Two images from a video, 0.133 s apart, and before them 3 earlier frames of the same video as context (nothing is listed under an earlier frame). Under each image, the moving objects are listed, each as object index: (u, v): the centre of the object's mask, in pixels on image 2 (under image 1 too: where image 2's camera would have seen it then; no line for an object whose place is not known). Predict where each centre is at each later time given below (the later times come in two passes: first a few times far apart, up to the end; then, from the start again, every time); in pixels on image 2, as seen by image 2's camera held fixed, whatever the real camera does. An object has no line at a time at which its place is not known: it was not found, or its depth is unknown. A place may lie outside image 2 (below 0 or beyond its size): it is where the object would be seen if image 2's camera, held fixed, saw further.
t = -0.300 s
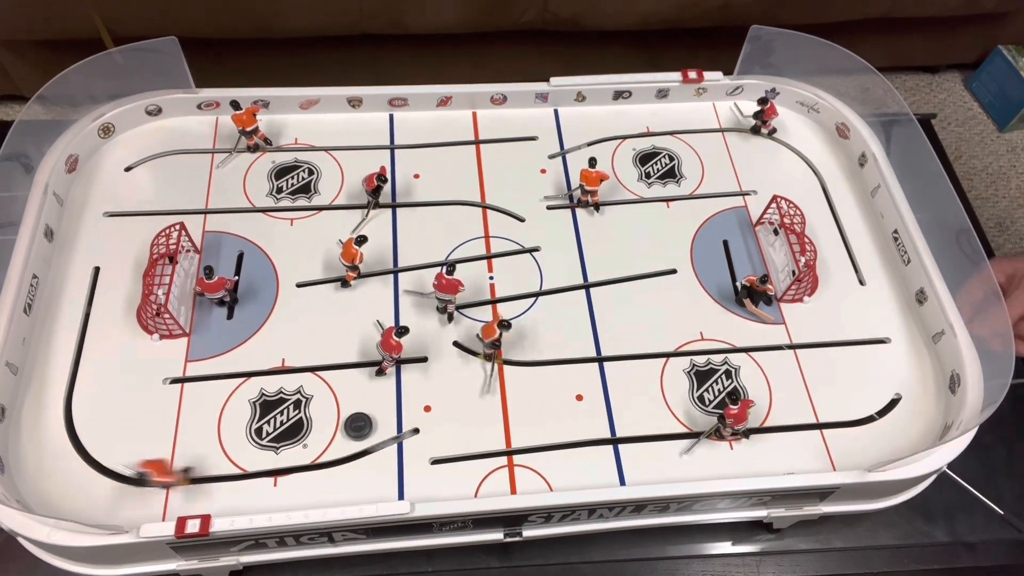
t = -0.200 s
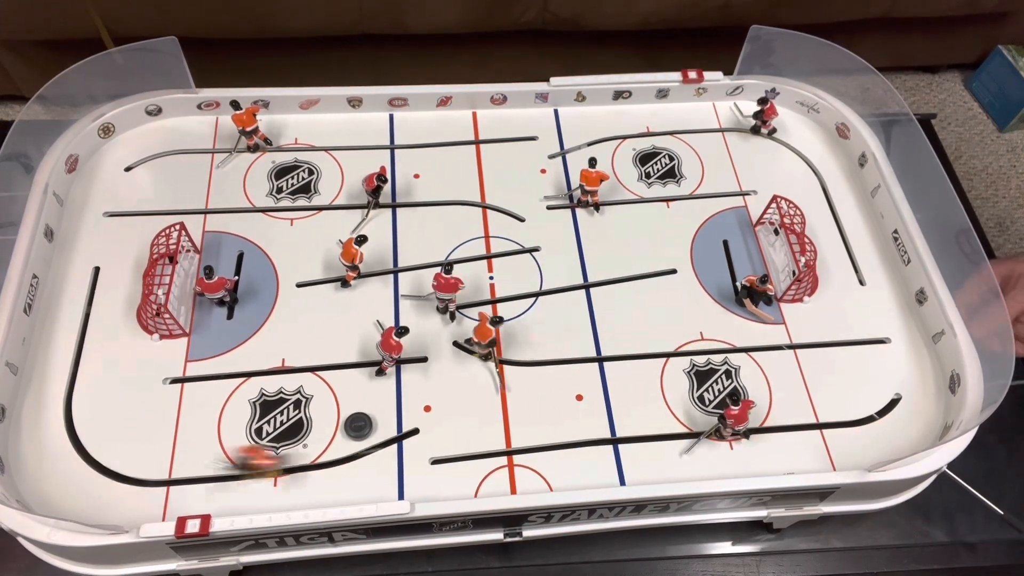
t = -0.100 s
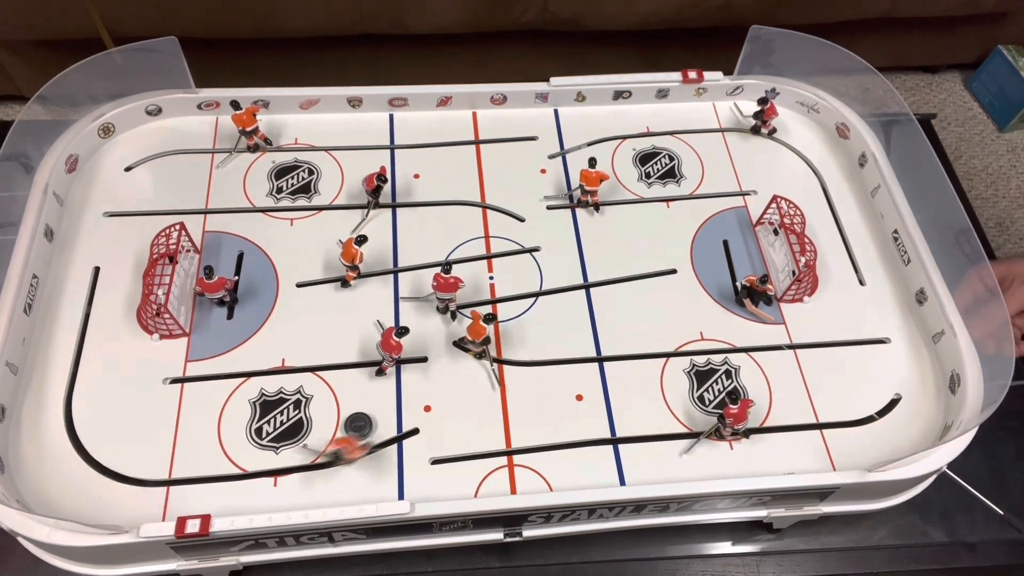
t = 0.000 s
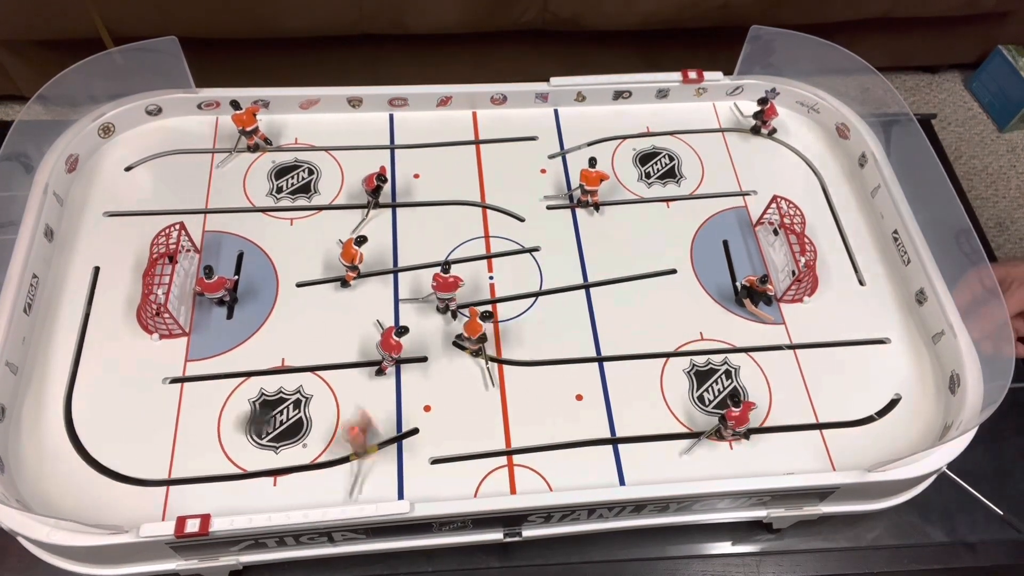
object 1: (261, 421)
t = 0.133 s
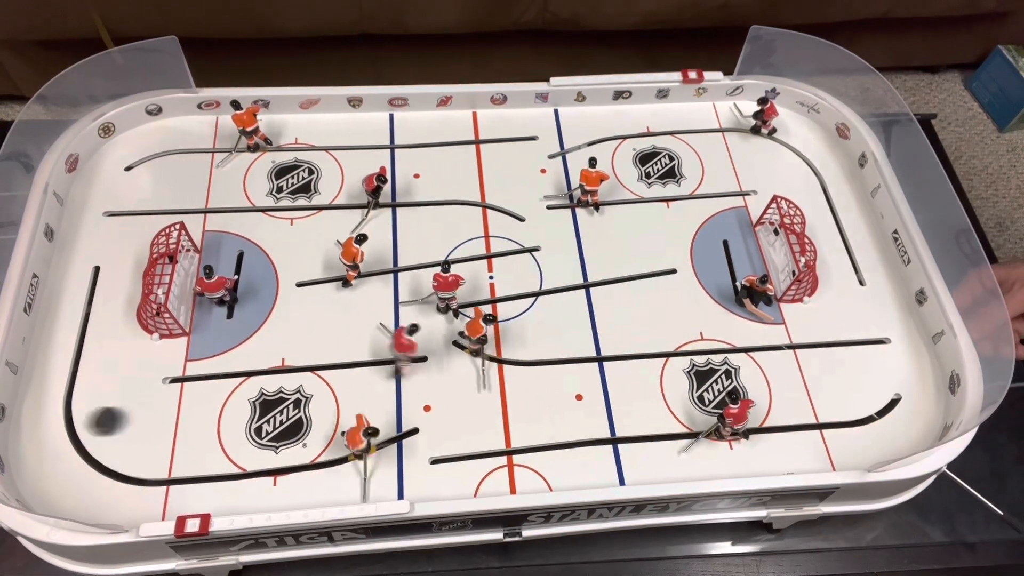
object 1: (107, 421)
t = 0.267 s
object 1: (26, 422)
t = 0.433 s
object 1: (22, 423)
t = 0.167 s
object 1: (80, 421)
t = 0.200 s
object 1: (58, 421)
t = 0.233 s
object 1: (40, 421)
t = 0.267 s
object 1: (26, 422)
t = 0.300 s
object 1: (22, 423)
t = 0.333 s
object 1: (22, 423)
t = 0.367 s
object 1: (22, 423)
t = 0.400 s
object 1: (22, 423)
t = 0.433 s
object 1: (22, 423)
